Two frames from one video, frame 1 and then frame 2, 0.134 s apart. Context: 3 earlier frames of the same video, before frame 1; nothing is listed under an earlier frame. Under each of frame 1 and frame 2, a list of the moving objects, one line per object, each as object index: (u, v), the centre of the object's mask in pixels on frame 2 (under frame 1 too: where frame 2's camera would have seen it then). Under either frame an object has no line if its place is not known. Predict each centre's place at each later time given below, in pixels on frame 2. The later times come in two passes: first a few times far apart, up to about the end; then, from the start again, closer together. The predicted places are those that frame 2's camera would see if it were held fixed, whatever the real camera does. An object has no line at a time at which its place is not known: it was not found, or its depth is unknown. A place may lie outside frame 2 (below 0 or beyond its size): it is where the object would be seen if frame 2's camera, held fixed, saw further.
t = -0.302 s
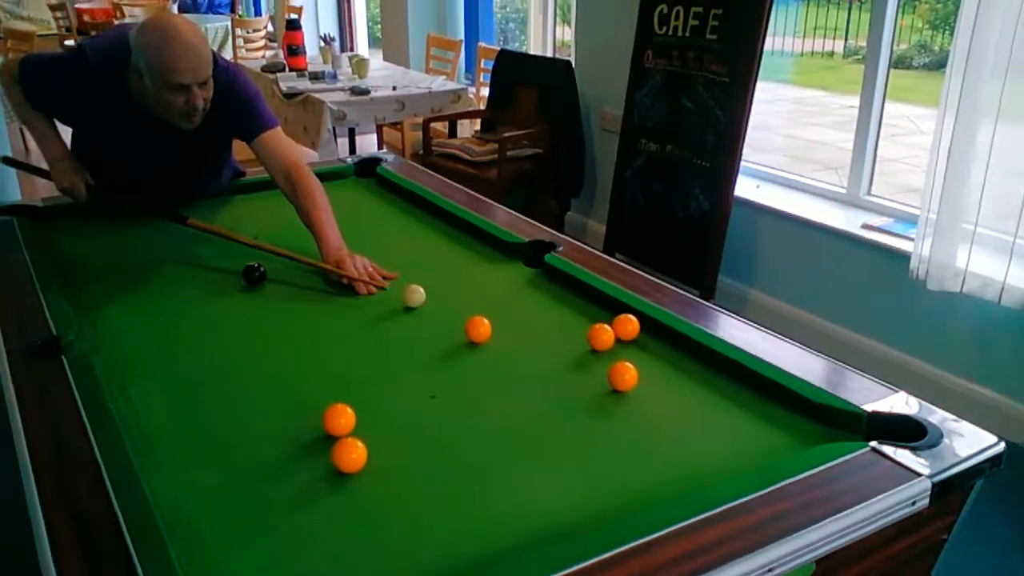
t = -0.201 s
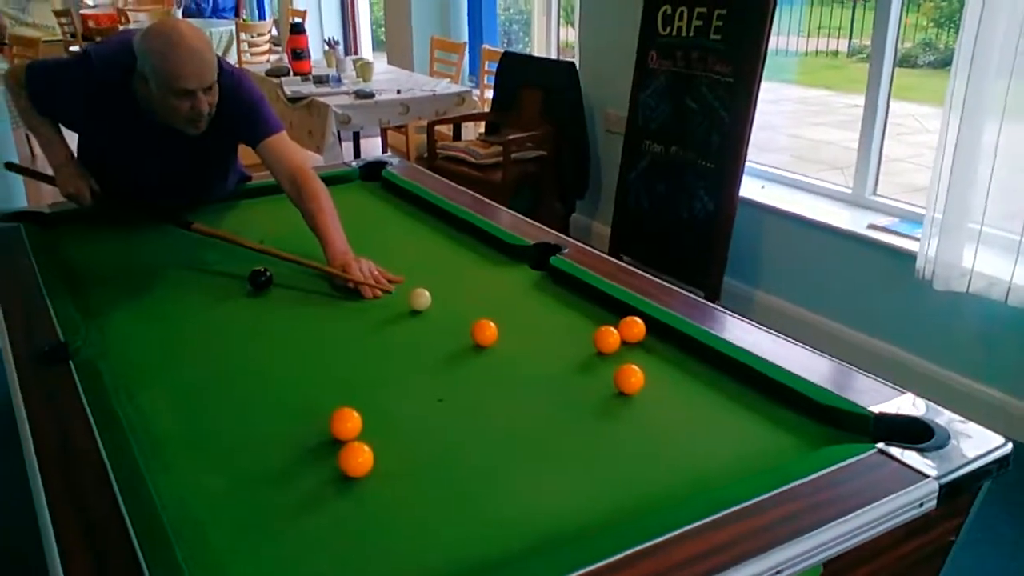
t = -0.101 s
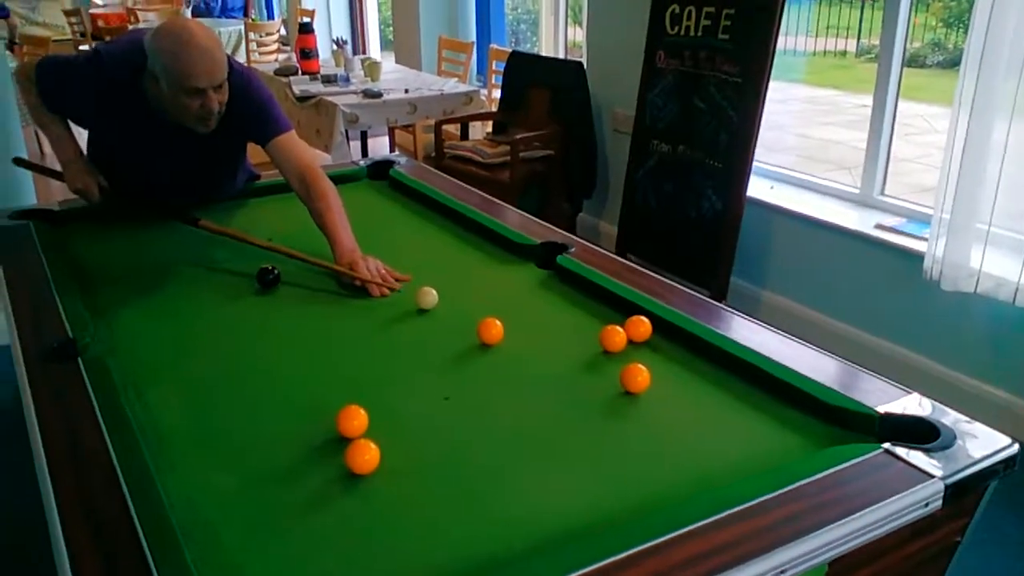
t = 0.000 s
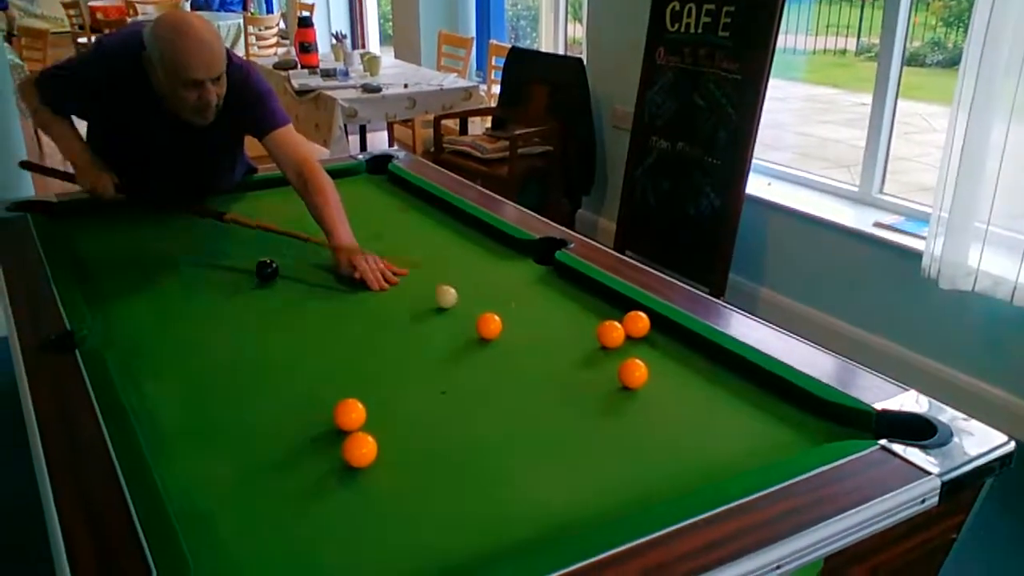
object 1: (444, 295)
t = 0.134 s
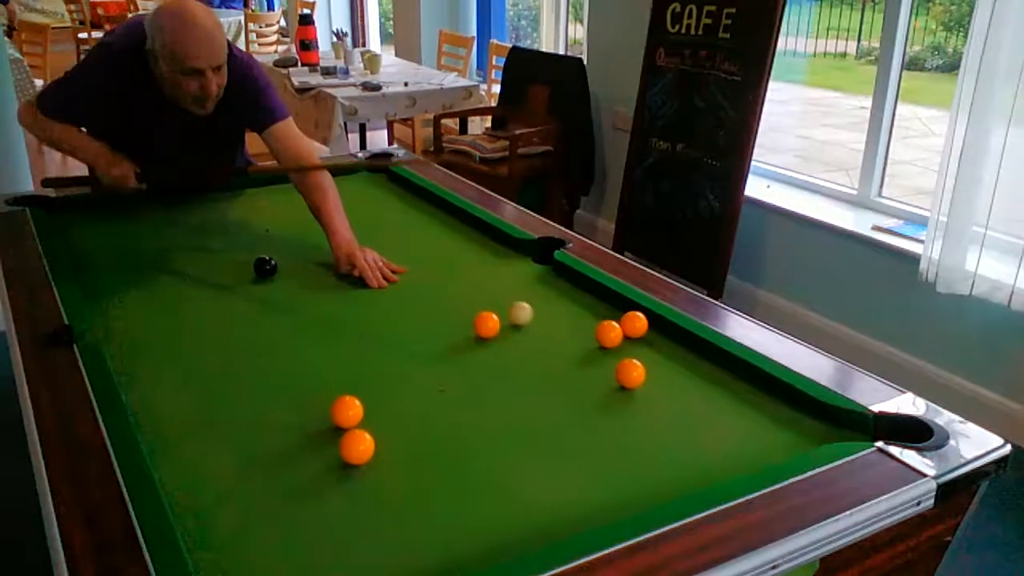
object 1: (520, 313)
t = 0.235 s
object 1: (581, 327)
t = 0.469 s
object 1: (607, 324)
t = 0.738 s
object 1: (611, 322)
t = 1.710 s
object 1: (613, 321)
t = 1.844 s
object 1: (614, 321)
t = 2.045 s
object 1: (614, 321)
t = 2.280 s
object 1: (614, 320)
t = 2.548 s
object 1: (615, 320)
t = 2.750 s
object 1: (614, 320)
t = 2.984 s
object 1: (614, 318)
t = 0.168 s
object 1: (540, 318)
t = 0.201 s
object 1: (560, 322)
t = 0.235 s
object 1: (581, 327)
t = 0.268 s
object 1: (586, 328)
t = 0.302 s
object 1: (588, 326)
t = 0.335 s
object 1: (592, 325)
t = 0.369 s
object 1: (596, 325)
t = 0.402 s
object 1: (601, 325)
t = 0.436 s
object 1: (605, 325)
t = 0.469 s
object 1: (607, 324)
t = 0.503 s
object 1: (608, 324)
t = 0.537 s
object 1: (609, 324)
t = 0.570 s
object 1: (609, 323)
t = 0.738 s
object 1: (611, 322)
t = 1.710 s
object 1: (613, 321)
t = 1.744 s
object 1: (613, 320)
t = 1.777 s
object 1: (614, 320)
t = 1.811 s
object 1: (613, 321)
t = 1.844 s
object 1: (614, 321)
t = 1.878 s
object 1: (614, 321)
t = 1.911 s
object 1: (615, 321)
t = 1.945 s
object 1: (615, 321)
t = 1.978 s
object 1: (615, 321)
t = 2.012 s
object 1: (615, 321)
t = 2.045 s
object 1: (614, 321)
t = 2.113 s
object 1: (614, 320)
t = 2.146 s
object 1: (615, 320)
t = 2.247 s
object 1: (614, 320)
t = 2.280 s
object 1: (614, 320)
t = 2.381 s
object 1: (615, 320)
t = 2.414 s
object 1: (614, 320)
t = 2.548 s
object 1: (615, 320)
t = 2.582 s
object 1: (614, 320)
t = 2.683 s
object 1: (615, 320)
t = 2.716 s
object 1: (614, 320)
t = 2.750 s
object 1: (614, 320)
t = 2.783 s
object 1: (614, 320)
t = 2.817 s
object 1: (614, 320)
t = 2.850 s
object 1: (614, 319)
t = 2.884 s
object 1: (614, 318)
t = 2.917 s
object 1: (614, 318)
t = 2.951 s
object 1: (613, 318)
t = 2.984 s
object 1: (614, 318)
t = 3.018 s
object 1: (614, 318)
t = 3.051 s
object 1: (614, 318)
